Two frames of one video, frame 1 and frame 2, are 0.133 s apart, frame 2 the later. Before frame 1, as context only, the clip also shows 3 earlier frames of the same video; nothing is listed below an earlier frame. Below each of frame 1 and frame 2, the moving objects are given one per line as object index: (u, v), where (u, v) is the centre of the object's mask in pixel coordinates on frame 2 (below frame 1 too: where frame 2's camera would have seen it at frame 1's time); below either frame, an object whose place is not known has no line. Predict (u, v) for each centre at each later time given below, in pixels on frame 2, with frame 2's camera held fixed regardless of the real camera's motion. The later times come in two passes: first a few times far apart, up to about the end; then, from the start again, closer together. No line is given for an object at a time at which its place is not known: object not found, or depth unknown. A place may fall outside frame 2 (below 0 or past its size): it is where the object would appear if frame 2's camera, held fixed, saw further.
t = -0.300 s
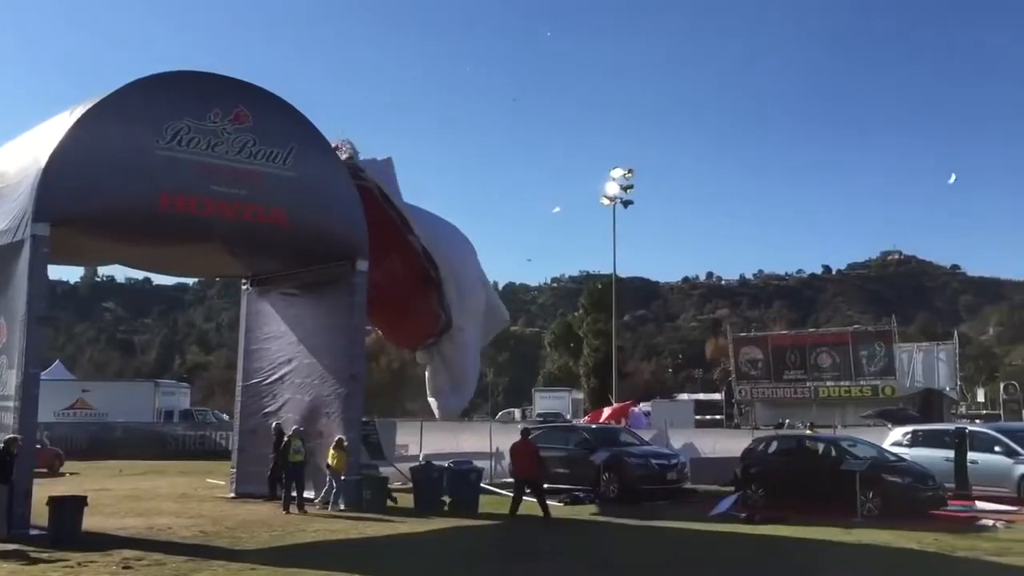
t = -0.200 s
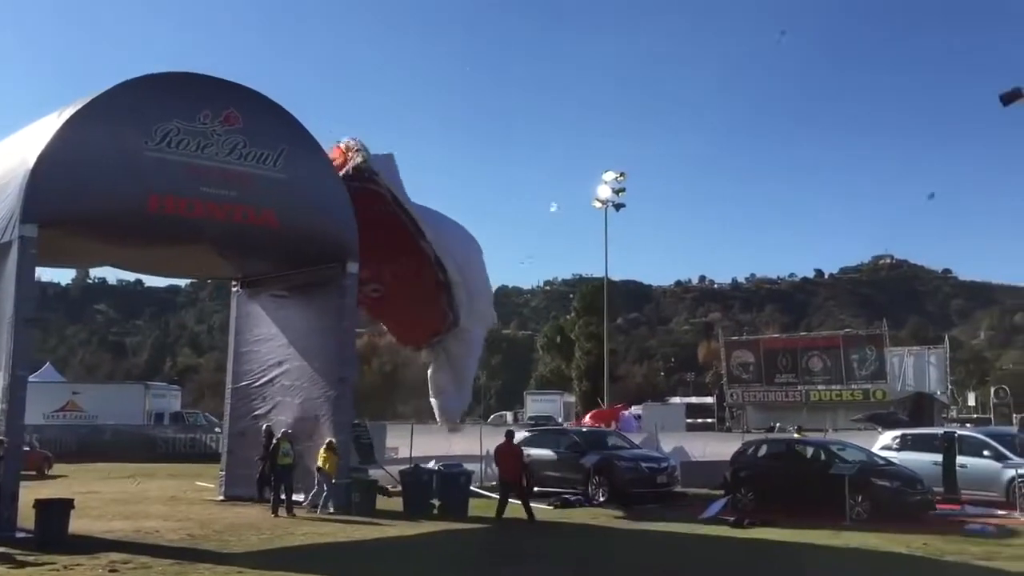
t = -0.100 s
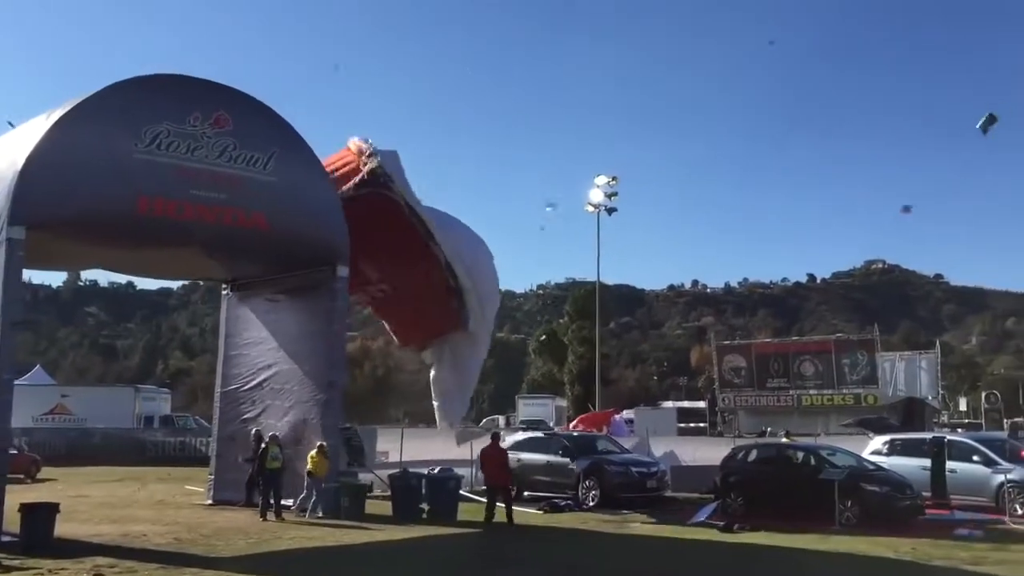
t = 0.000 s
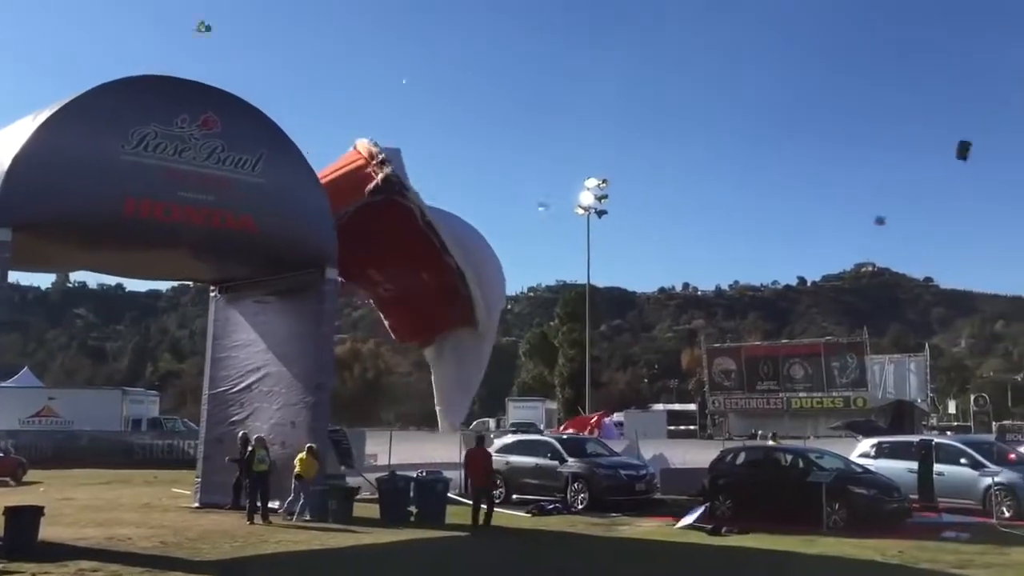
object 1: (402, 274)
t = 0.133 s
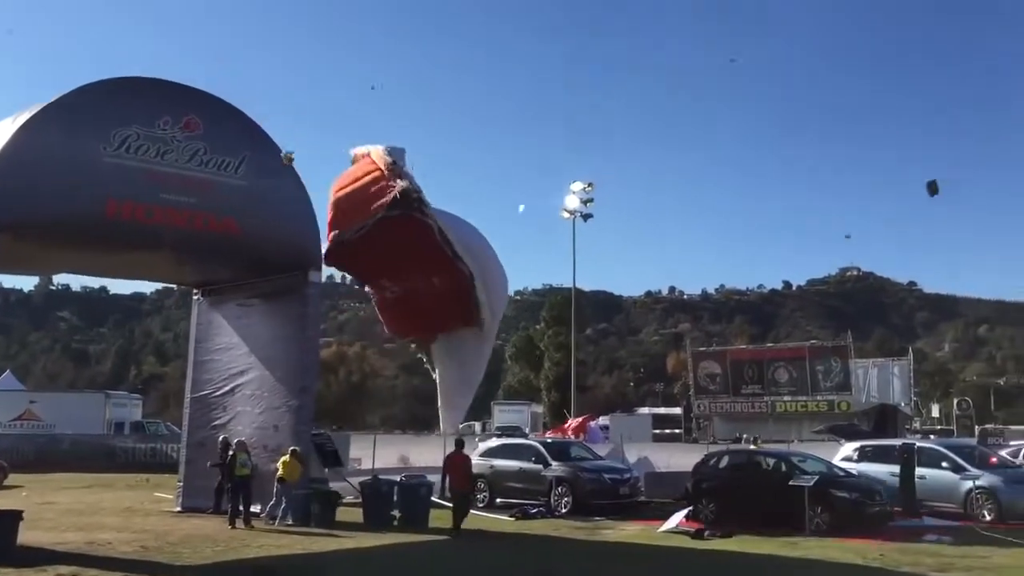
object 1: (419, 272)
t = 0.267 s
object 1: (444, 272)
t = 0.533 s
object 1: (472, 263)
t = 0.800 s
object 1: (509, 257)
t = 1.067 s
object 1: (534, 261)
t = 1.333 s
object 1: (545, 268)
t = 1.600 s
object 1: (539, 278)
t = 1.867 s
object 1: (526, 287)
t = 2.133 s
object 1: (502, 300)
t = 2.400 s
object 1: (471, 321)
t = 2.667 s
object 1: (427, 344)
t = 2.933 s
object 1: (378, 367)
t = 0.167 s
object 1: (424, 272)
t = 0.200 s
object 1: (431, 272)
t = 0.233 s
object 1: (438, 272)
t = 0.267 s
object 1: (444, 272)
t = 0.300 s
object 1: (449, 270)
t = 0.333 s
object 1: (453, 270)
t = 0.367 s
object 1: (457, 269)
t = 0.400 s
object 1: (460, 268)
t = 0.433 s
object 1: (463, 266)
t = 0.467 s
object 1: (467, 265)
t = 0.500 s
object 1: (469, 264)
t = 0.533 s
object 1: (472, 263)
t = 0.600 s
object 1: (479, 260)
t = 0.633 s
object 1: (485, 258)
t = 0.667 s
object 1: (489, 257)
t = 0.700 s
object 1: (494, 257)
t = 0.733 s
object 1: (501, 257)
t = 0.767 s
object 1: (505, 257)
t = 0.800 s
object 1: (509, 257)
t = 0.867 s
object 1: (517, 257)
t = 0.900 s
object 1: (521, 258)
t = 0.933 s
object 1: (524, 258)
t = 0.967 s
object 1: (527, 259)
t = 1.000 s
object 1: (530, 260)
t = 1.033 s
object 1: (532, 261)
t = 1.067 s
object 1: (534, 261)
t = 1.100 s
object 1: (537, 262)
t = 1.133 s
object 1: (538, 263)
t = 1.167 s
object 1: (540, 264)
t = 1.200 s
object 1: (542, 265)
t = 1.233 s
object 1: (543, 266)
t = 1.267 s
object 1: (544, 267)
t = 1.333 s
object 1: (545, 268)
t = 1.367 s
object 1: (545, 268)
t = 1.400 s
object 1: (543, 270)
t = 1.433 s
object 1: (543, 271)
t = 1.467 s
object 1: (543, 272)
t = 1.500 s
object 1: (541, 274)
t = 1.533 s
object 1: (542, 275)
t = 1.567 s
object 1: (540, 277)
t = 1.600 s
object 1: (539, 278)
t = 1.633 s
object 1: (539, 275)
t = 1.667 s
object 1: (537, 280)
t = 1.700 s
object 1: (535, 281)
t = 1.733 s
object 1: (534, 282)
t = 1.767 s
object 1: (531, 283)
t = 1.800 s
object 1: (530, 285)
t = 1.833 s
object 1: (527, 286)
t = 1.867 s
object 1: (526, 287)
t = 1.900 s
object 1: (522, 288)
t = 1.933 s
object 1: (523, 285)
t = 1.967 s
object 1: (517, 292)
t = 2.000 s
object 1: (515, 293)
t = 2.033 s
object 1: (512, 295)
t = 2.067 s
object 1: (509, 296)
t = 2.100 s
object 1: (506, 298)
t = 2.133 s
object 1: (502, 300)
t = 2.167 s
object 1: (498, 302)
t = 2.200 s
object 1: (495, 304)
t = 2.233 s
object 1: (490, 307)
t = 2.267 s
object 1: (487, 309)
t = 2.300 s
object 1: (484, 312)
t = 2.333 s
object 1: (478, 315)
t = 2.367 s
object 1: (474, 318)
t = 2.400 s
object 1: (471, 321)
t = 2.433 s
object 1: (466, 323)
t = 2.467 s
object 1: (461, 327)
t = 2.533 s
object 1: (450, 332)
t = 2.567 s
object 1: (444, 335)
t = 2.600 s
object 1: (439, 338)
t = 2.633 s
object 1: (433, 341)
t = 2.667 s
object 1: (427, 344)
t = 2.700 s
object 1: (420, 347)
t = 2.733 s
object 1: (413, 349)
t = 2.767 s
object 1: (406, 352)
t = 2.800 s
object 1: (400, 355)
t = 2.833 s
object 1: (393, 358)
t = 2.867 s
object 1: (388, 361)
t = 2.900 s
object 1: (384, 364)
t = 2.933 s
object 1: (378, 367)
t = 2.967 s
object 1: (375, 370)
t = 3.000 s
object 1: (371, 373)
